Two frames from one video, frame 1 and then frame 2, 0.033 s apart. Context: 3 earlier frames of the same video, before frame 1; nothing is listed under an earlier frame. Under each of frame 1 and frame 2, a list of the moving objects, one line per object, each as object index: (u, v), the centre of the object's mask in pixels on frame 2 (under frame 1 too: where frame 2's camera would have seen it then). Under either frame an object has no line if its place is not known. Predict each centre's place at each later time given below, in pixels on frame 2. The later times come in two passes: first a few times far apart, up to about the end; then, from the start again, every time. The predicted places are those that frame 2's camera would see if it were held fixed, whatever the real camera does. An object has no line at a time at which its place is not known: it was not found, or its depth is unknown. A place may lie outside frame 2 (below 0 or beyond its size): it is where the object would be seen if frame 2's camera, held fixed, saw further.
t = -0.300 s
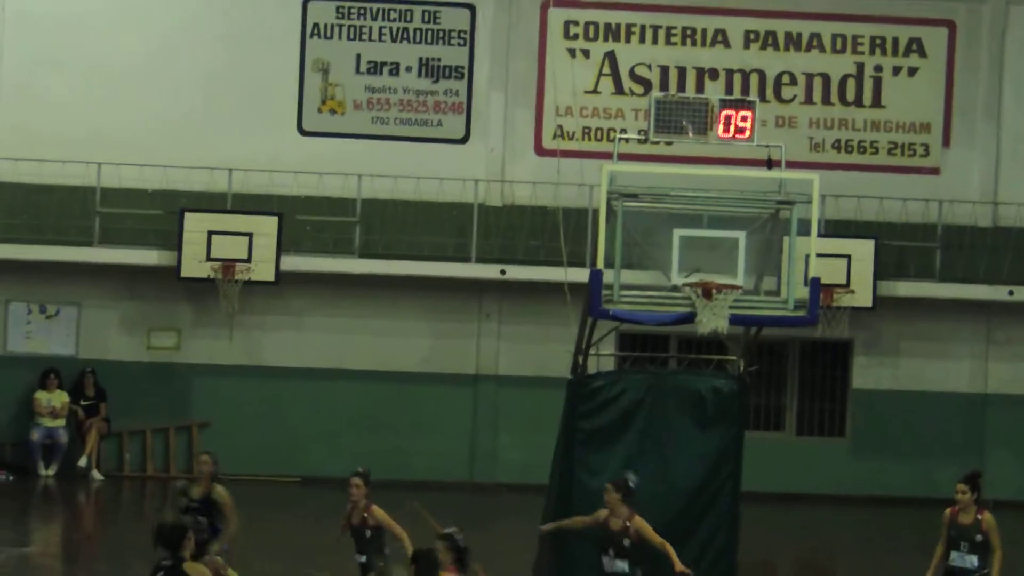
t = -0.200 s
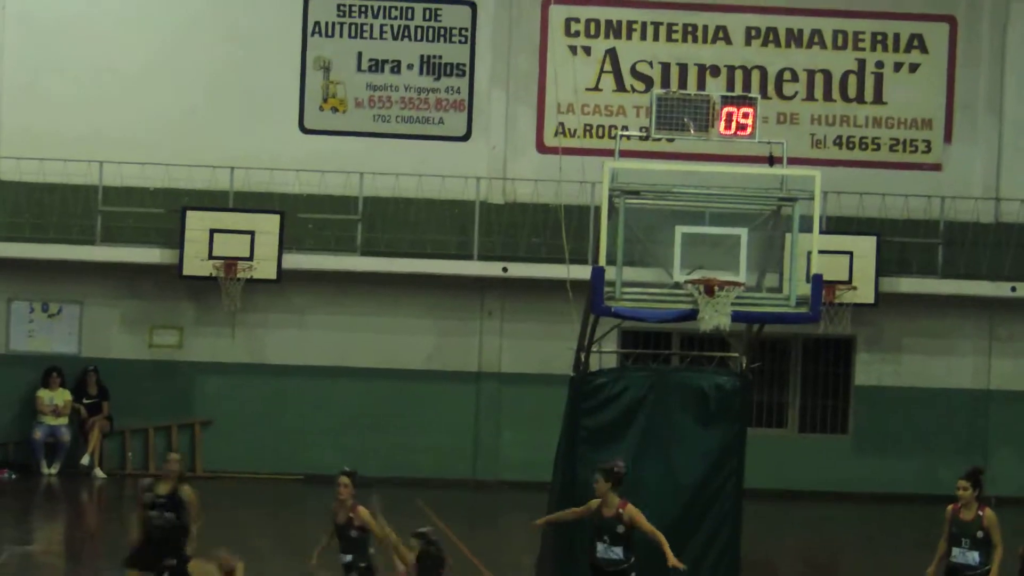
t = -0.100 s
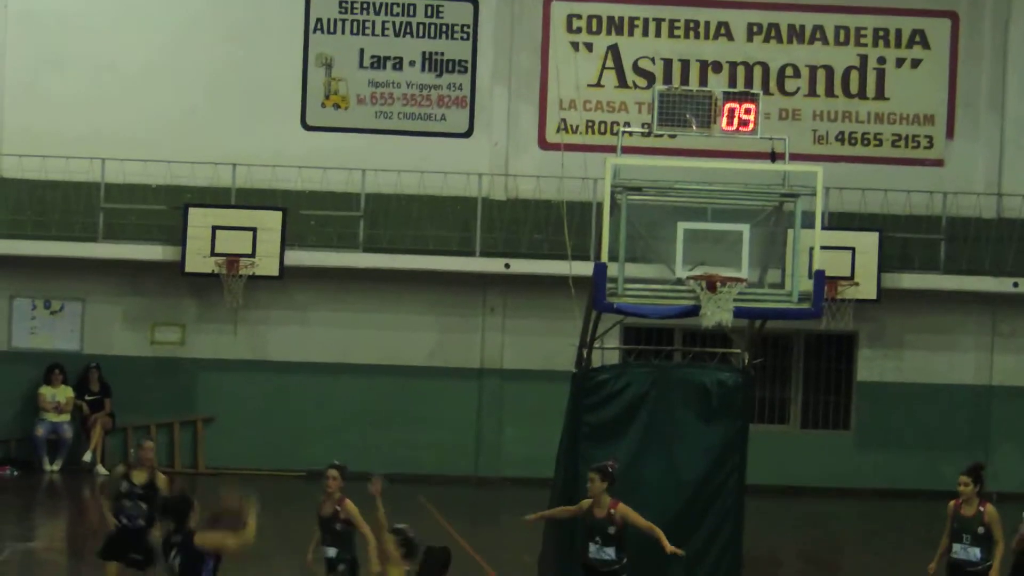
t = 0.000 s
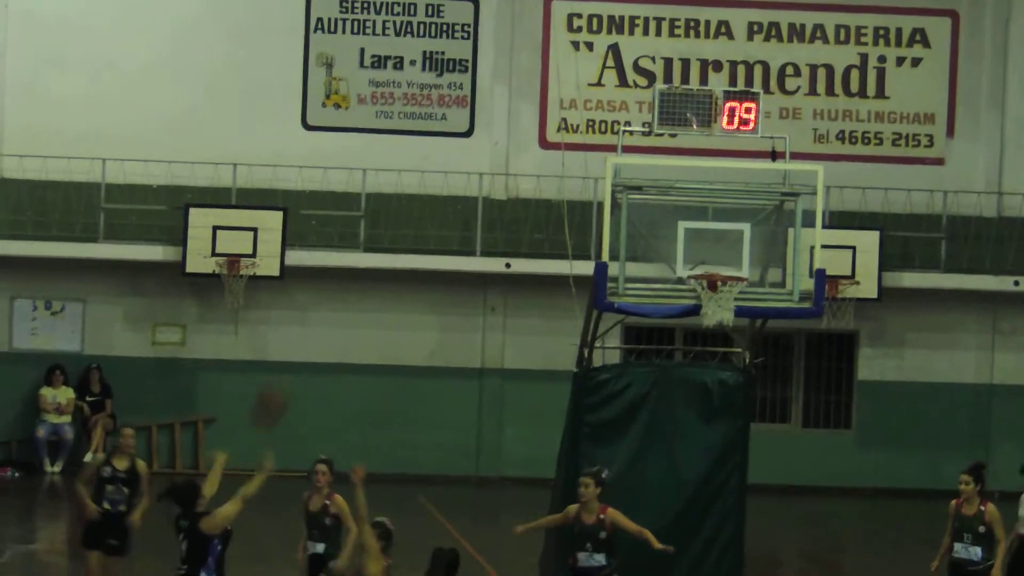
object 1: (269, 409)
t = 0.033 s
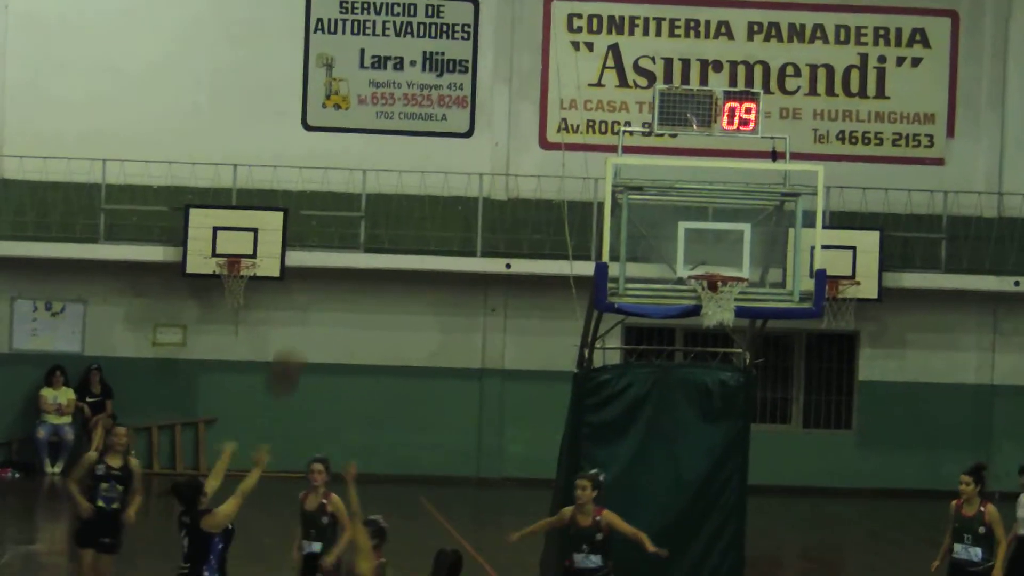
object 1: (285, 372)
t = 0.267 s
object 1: (383, 190)
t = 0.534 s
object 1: (481, 77)
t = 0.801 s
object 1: (567, 64)
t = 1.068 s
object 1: (632, 142)
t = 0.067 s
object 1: (300, 340)
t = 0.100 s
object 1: (315, 308)
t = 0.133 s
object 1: (328, 283)
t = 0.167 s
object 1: (343, 253)
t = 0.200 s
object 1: (358, 233)
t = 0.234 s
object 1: (369, 210)
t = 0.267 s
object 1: (383, 190)
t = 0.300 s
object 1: (398, 166)
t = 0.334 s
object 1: (410, 150)
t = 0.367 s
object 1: (423, 133)
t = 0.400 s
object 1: (435, 118)
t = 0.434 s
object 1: (446, 107)
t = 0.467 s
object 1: (457, 96)
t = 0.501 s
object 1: (469, 85)
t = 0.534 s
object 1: (481, 77)
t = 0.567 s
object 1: (492, 70)
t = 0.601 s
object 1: (503, 65)
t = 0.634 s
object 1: (515, 62)
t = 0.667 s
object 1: (526, 59)
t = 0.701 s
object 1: (536, 58)
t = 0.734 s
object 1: (547, 59)
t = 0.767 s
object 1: (556, 61)
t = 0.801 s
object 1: (567, 64)
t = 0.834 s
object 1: (577, 69)
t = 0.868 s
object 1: (586, 74)
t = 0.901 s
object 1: (595, 83)
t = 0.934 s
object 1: (605, 92)
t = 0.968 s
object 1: (615, 102)
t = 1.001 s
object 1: (614, 114)
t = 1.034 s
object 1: (622, 127)
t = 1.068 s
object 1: (632, 142)
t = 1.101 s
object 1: (639, 155)
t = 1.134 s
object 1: (647, 172)
